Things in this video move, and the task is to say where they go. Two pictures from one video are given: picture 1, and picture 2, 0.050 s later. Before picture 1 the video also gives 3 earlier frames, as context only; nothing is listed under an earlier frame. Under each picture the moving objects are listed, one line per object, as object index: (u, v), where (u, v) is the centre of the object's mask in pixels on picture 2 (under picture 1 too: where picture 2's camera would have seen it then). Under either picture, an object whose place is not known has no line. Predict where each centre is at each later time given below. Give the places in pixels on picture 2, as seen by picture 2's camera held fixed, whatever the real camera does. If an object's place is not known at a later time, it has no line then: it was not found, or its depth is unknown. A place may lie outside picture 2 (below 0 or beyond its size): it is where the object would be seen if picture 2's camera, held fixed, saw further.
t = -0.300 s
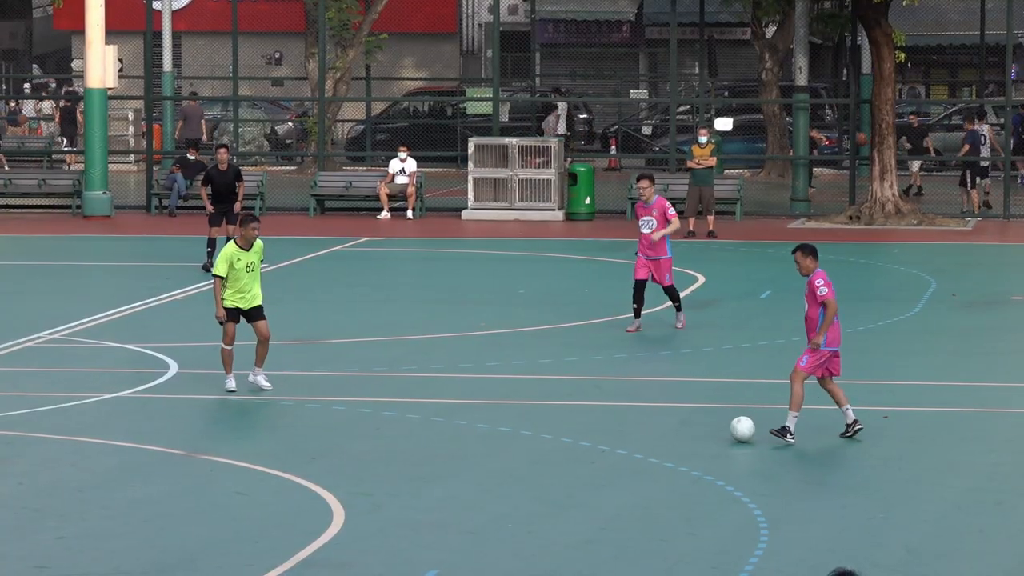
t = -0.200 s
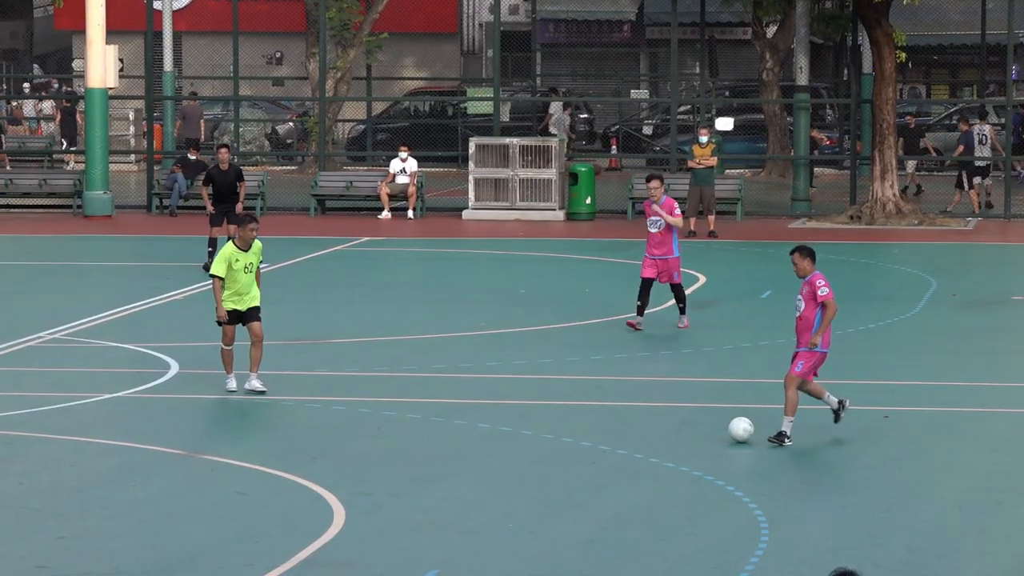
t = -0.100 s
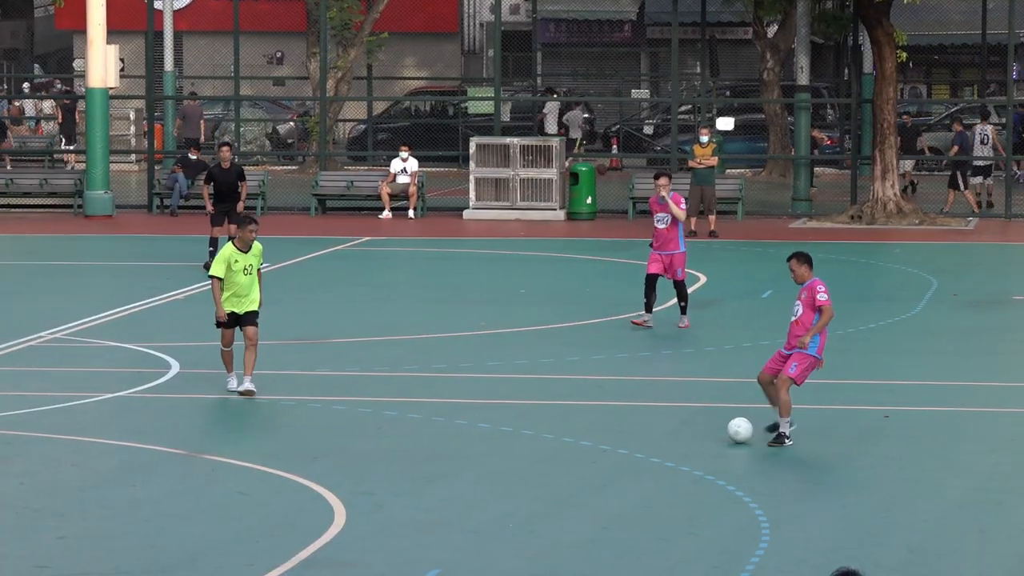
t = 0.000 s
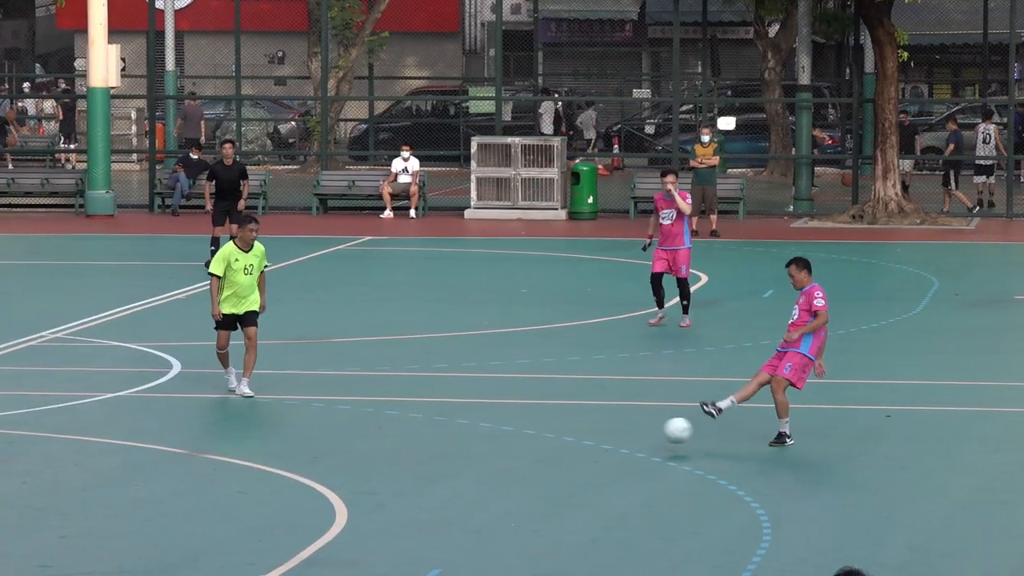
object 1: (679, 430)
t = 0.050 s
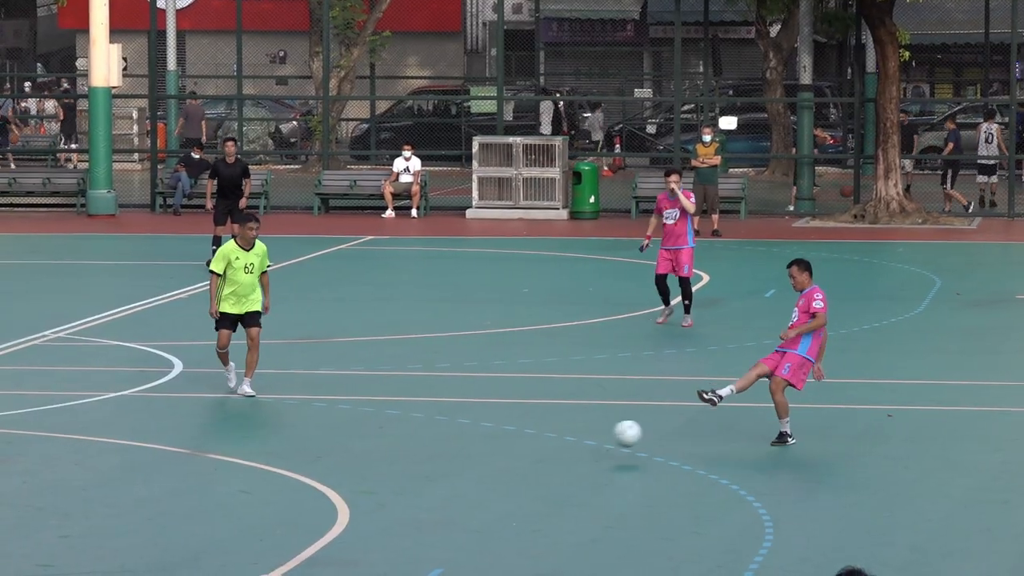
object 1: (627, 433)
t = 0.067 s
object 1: (610, 435)
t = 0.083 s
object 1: (592, 437)
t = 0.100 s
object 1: (574, 440)
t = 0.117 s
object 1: (555, 442)
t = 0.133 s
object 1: (537, 446)
